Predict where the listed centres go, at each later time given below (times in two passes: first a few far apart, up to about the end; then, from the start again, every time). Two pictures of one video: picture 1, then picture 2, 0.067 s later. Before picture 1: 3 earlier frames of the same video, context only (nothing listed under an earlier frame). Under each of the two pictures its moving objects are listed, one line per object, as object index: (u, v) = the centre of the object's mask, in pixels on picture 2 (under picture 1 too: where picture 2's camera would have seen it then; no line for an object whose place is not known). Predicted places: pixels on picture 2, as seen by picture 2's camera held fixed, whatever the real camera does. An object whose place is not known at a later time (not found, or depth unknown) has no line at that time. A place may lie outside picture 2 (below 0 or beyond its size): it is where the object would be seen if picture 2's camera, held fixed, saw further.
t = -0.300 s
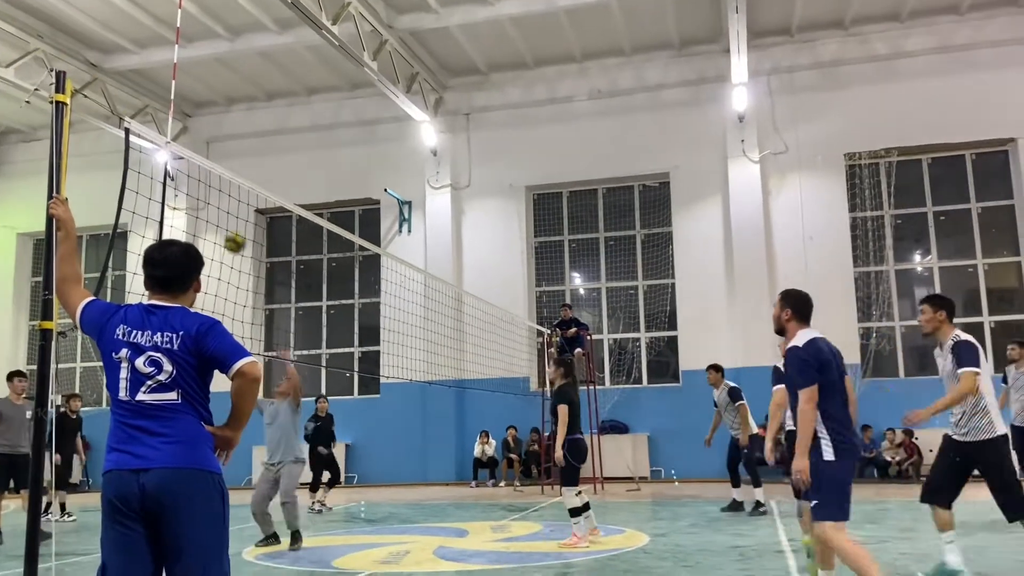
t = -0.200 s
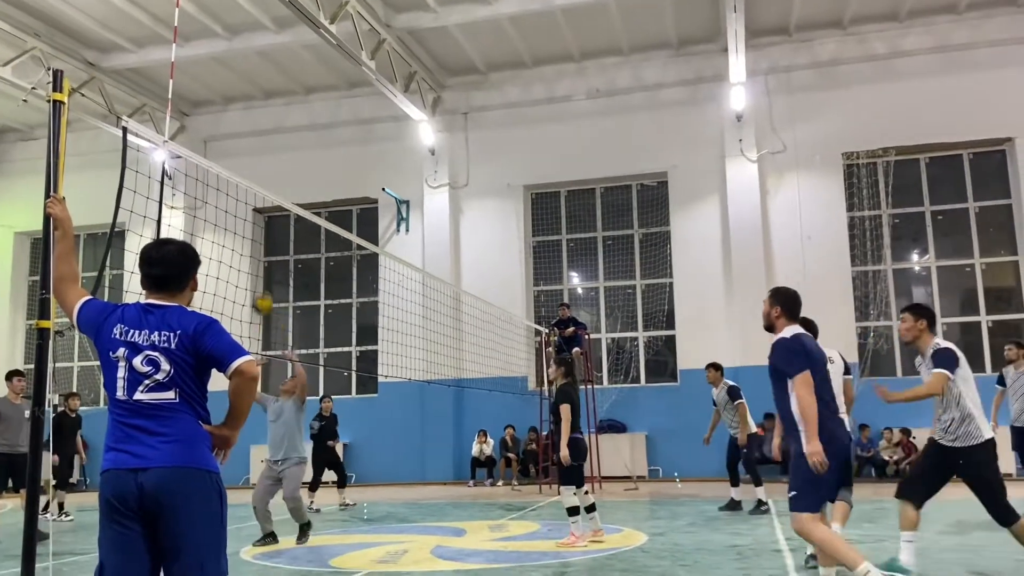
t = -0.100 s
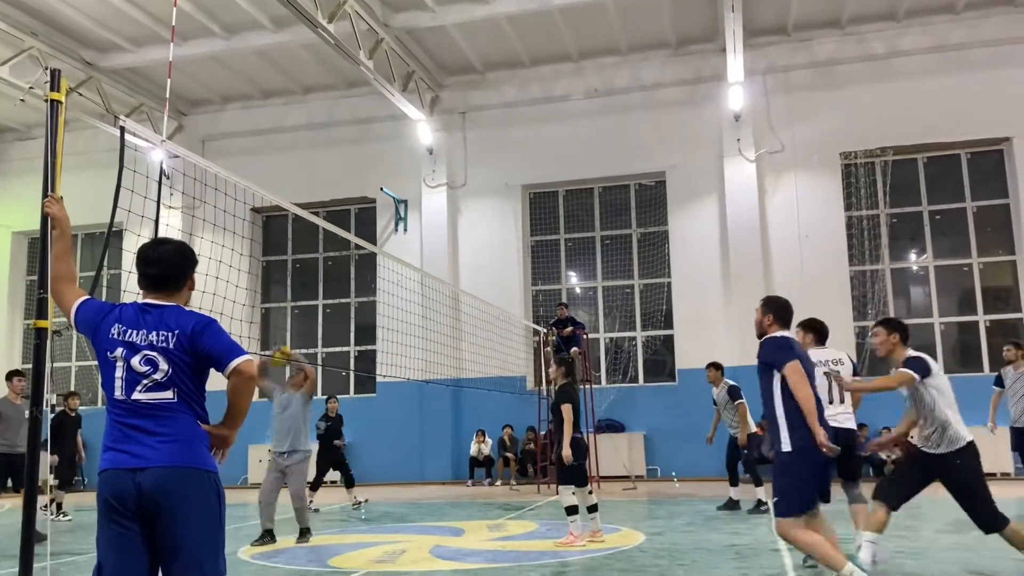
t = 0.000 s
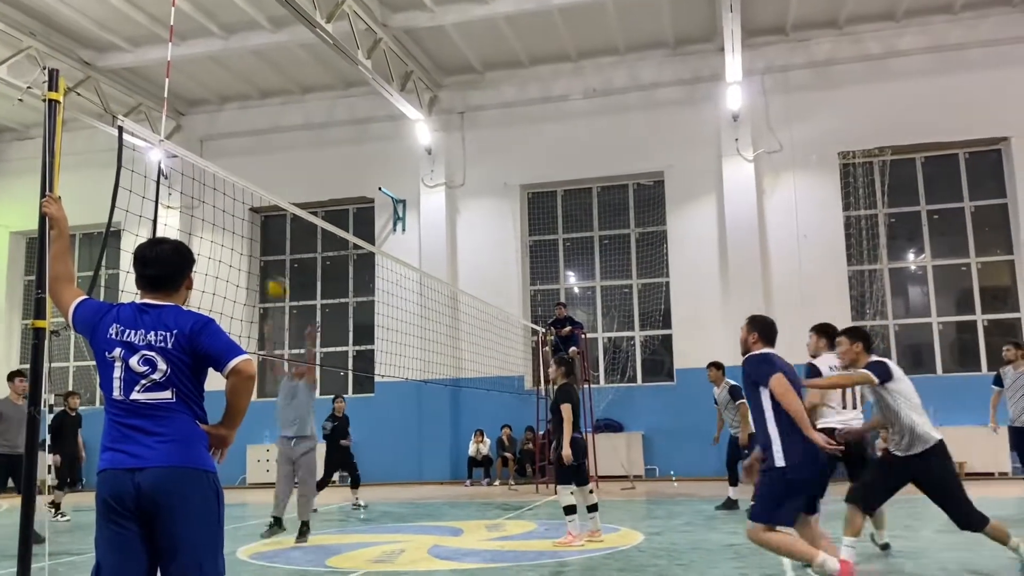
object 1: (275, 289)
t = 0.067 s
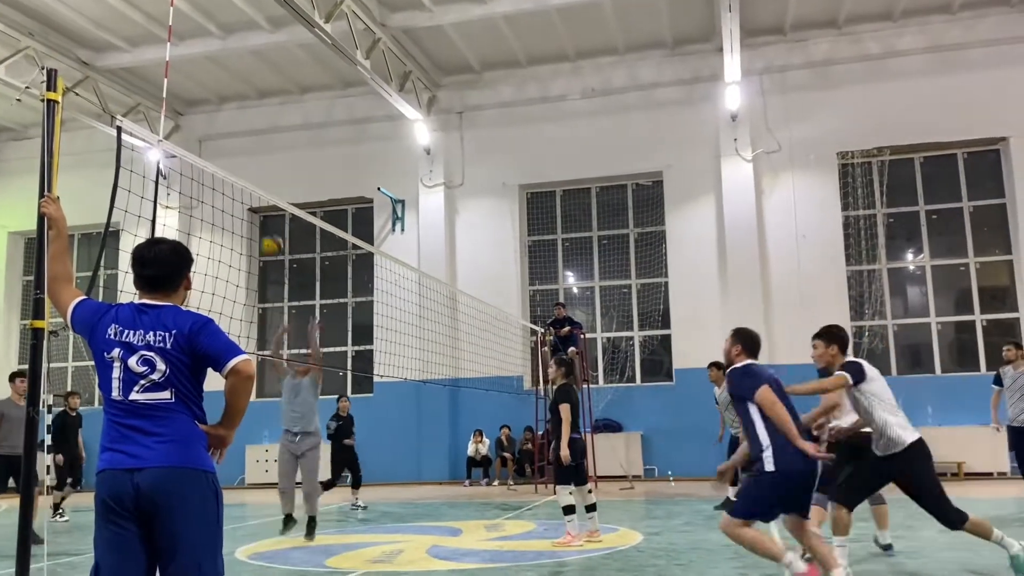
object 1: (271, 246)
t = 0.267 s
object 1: (258, 138)
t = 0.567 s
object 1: (235, 48)
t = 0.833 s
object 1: (210, 46)
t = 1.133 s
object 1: (178, 151)
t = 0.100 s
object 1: (270, 223)
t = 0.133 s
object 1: (265, 206)
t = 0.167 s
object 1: (266, 185)
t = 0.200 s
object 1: (263, 169)
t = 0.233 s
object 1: (260, 152)
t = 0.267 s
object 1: (258, 138)
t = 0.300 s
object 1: (255, 124)
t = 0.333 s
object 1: (253, 111)
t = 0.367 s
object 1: (251, 99)
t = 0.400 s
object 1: (248, 88)
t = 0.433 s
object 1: (245, 77)
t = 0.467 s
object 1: (243, 68)
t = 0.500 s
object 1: (241, 61)
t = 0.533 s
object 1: (238, 54)
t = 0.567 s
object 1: (235, 48)
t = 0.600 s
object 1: (232, 44)
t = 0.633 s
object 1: (229, 40)
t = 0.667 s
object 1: (226, 38)
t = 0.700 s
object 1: (223, 36)
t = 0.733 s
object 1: (219, 38)
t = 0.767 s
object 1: (216, 39)
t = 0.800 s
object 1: (212, 42)
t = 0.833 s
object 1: (210, 46)
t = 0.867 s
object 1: (206, 51)
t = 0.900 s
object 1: (202, 59)
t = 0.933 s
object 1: (199, 67)
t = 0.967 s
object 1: (195, 76)
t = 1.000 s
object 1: (192, 89)
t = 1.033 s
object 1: (188, 102)
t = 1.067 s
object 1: (184, 115)
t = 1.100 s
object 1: (179, 136)
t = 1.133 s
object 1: (178, 151)
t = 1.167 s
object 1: (172, 173)
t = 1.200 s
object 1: (168, 196)
